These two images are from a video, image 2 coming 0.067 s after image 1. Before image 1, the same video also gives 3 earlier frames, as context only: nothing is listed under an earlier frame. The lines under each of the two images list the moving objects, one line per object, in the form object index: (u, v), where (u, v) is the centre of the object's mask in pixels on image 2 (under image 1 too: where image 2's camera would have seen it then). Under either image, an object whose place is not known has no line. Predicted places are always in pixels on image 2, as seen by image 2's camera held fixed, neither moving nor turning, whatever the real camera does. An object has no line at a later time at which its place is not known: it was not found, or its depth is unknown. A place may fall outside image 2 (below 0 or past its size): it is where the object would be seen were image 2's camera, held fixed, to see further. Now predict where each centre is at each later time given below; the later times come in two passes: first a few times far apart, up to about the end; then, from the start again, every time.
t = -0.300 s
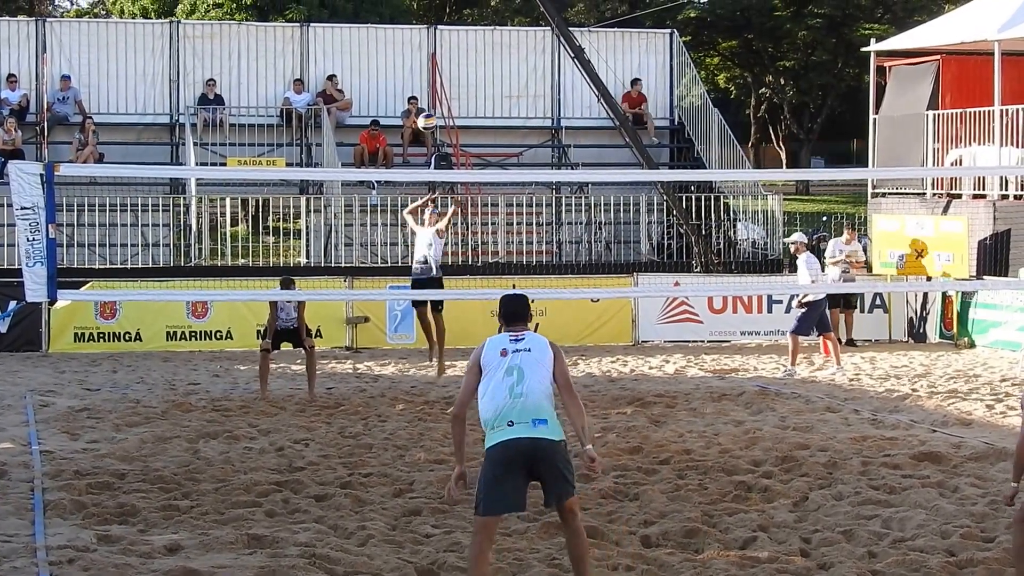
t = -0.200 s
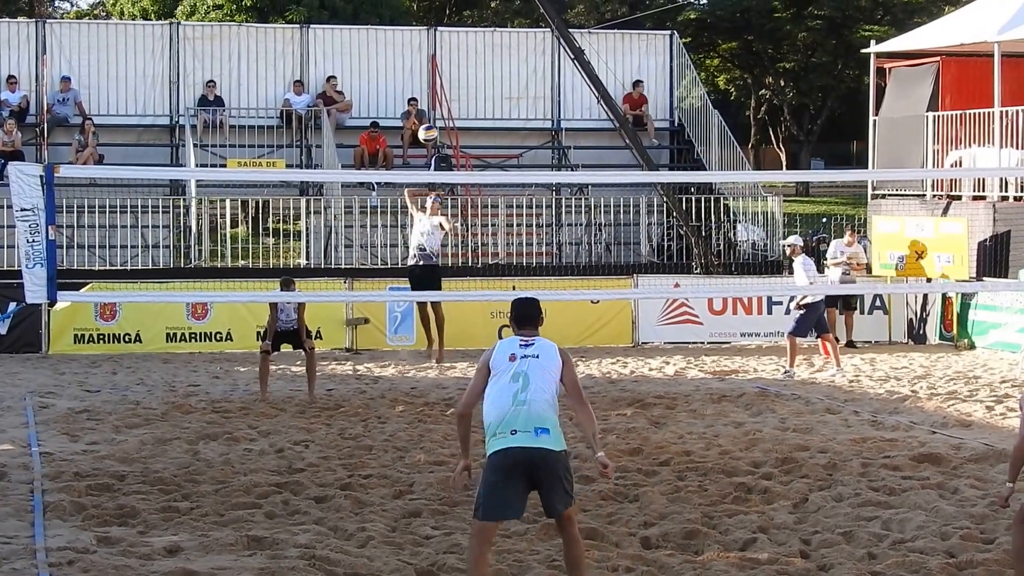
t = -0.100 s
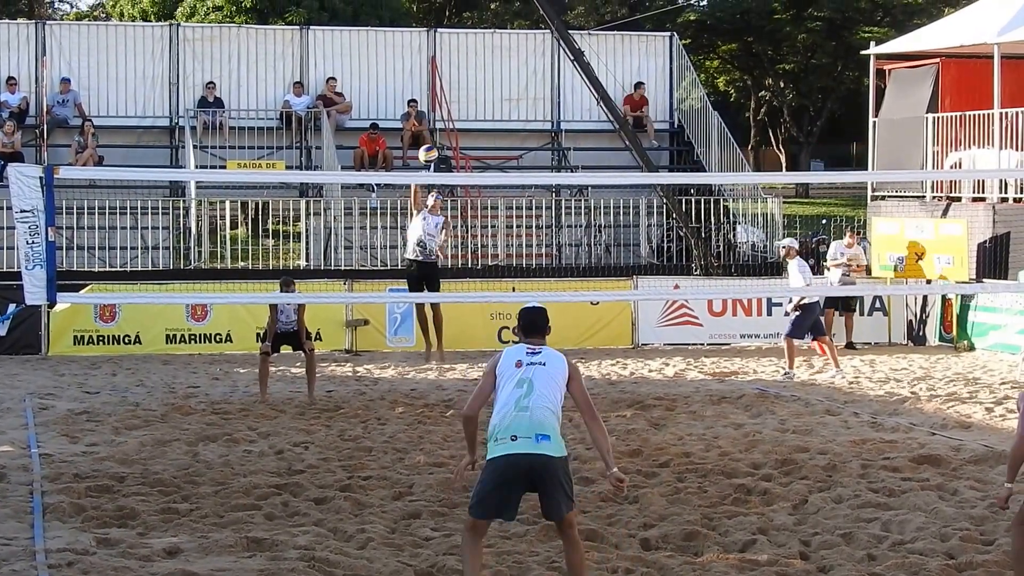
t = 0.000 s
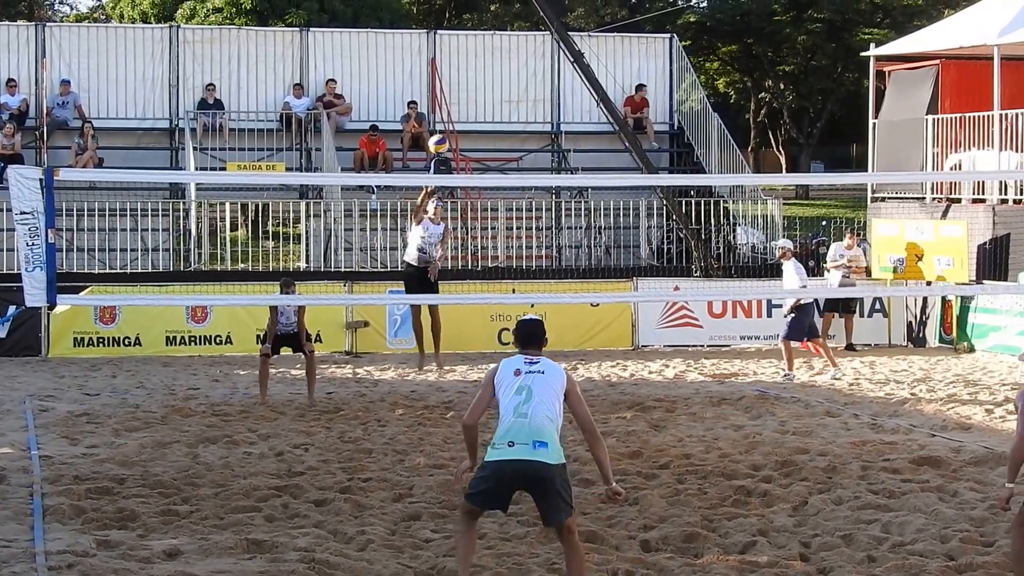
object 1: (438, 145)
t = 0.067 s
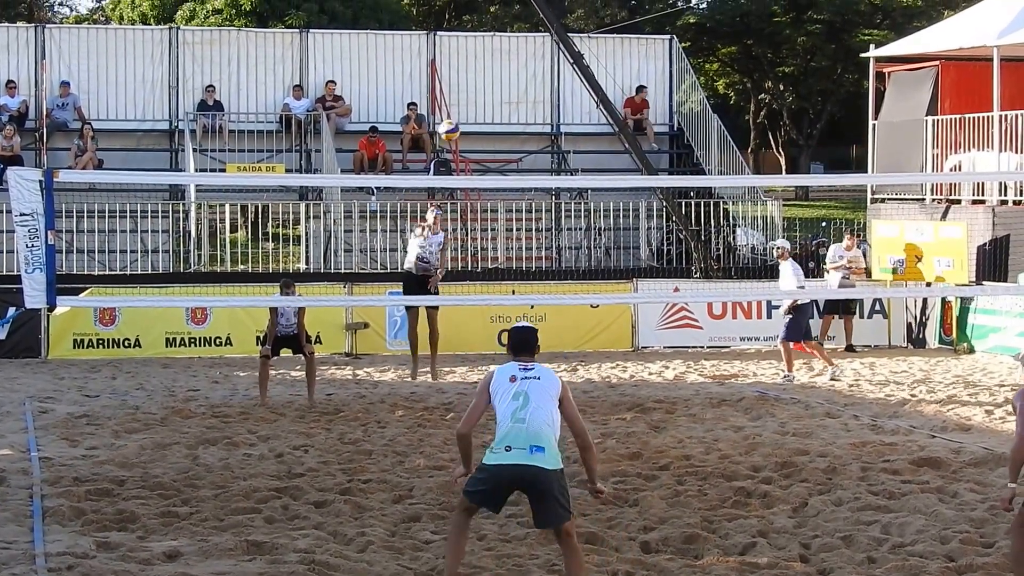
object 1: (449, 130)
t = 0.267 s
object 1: (492, 99)
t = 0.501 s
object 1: (552, 105)
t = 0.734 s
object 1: (623, 189)
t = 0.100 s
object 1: (455, 123)
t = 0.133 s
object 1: (462, 117)
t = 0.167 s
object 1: (469, 112)
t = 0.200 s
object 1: (477, 106)
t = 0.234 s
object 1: (484, 102)
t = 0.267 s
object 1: (492, 99)
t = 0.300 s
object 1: (500, 96)
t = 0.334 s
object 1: (509, 95)
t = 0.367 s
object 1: (517, 94)
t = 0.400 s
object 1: (525, 95)
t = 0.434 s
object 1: (534, 97)
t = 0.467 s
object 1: (543, 101)
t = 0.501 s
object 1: (552, 105)
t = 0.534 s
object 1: (560, 112)
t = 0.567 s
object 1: (569, 120)
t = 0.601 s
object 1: (579, 130)
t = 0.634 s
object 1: (589, 141)
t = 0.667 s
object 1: (599, 154)
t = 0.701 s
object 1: (611, 170)
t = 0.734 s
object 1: (623, 189)
